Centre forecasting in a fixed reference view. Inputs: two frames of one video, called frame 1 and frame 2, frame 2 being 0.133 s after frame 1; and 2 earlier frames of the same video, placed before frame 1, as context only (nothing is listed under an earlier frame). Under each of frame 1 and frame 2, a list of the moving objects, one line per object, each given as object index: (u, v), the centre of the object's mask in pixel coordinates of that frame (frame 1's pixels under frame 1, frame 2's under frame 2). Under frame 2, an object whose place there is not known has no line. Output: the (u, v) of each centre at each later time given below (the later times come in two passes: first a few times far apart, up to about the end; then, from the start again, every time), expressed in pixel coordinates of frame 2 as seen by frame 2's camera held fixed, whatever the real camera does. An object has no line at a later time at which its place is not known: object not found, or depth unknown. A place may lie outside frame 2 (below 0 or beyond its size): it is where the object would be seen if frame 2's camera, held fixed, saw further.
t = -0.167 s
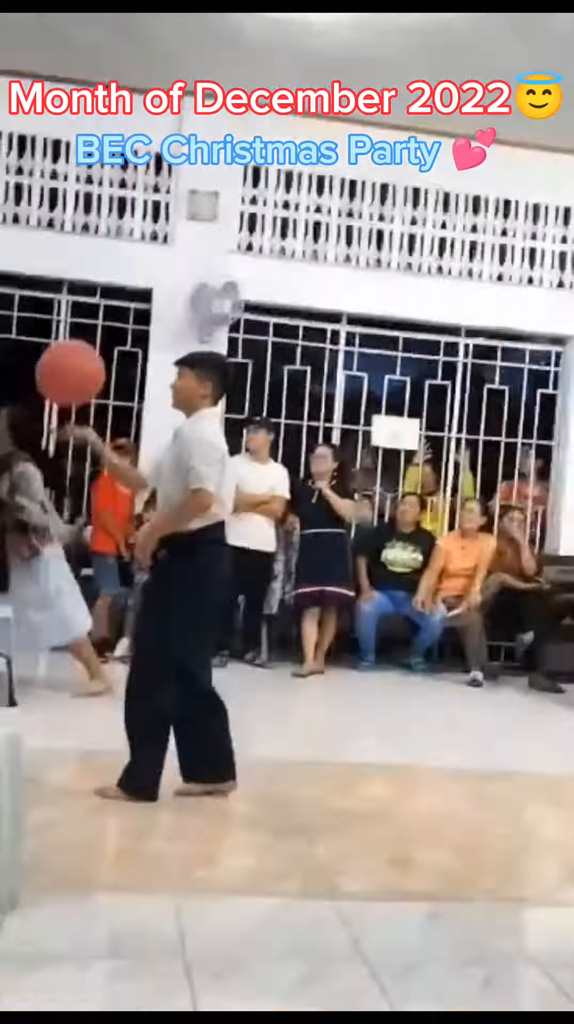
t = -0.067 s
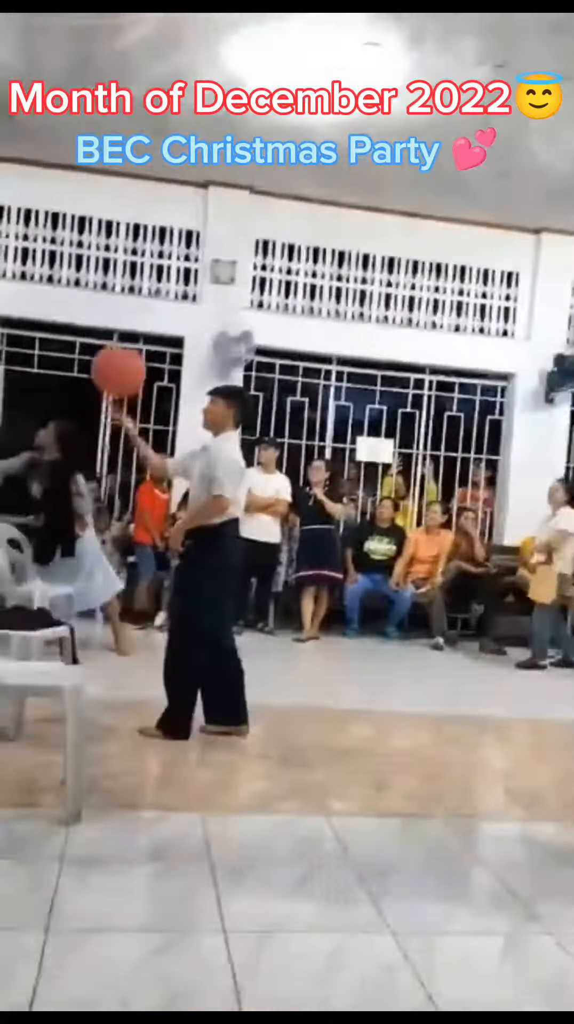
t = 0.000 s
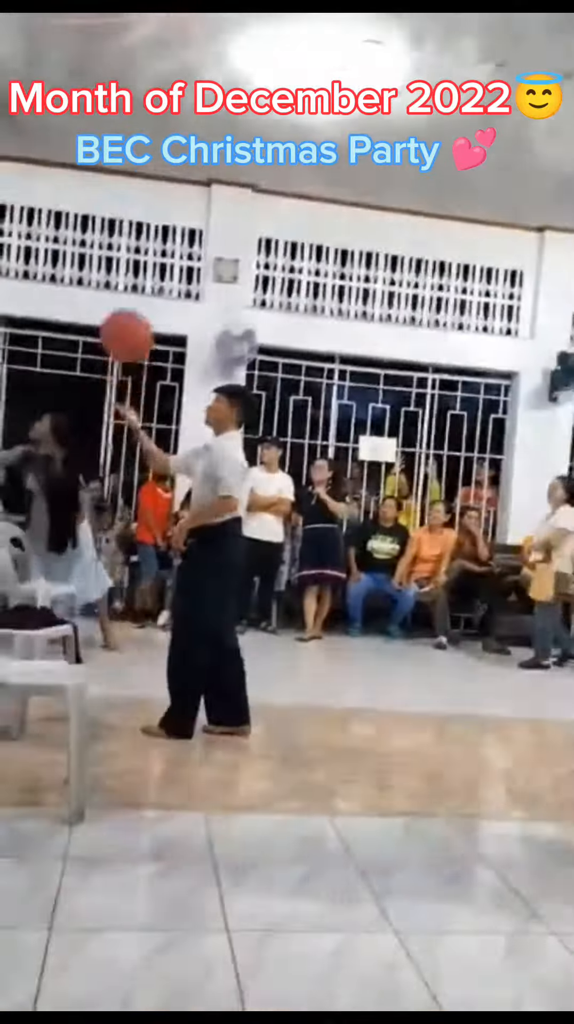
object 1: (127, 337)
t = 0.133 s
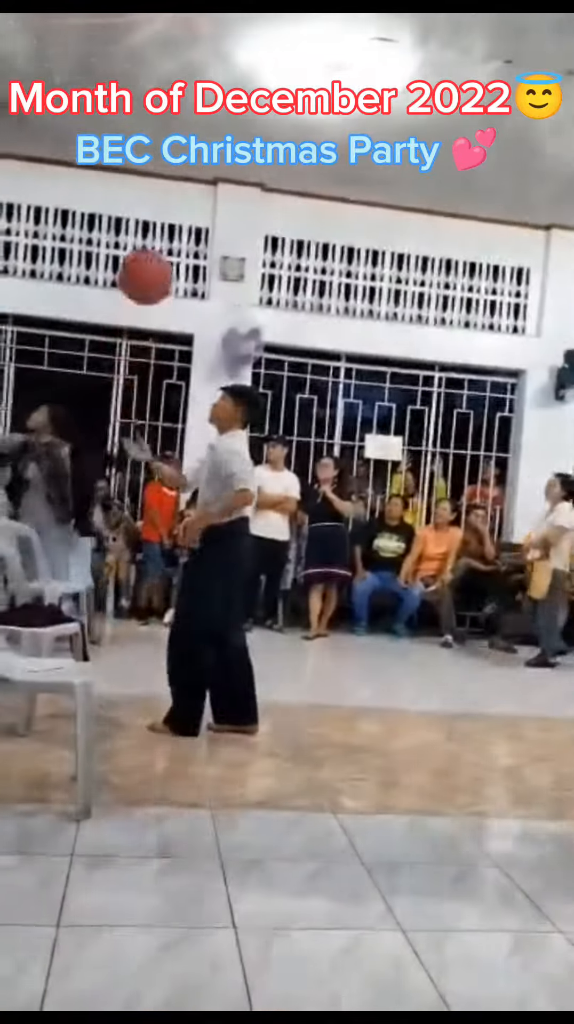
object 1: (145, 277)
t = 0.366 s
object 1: (163, 213)
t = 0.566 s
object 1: (169, 198)
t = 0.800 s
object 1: (169, 210)
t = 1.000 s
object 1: (163, 247)
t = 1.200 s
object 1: (152, 302)
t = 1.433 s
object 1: (129, 374)
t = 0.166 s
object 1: (149, 266)
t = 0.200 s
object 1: (151, 254)
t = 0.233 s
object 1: (153, 243)
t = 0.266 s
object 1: (156, 234)
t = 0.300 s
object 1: (159, 226)
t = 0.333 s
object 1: (160, 219)
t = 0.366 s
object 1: (163, 213)
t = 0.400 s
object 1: (164, 208)
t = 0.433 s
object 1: (166, 204)
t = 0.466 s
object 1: (166, 202)
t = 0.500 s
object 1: (168, 200)
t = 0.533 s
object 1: (169, 199)
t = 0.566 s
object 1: (169, 198)
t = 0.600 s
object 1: (169, 199)
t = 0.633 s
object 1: (169, 199)
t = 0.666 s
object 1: (169, 200)
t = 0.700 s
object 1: (169, 201)
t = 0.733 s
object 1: (169, 203)
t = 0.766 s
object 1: (169, 206)
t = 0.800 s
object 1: (169, 210)
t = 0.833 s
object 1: (168, 215)
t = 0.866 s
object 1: (168, 221)
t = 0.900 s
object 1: (166, 227)
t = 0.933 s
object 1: (165, 233)
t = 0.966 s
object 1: (164, 240)
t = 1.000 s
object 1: (163, 247)
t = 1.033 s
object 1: (161, 255)
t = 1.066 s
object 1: (159, 264)
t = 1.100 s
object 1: (157, 272)
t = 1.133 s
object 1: (156, 282)
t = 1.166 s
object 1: (154, 291)
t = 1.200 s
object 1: (152, 302)
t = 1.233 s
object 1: (150, 312)
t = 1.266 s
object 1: (147, 322)
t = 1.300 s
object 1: (143, 333)
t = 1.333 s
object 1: (140, 342)
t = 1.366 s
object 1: (138, 354)
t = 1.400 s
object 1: (134, 364)
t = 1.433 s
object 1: (129, 374)
